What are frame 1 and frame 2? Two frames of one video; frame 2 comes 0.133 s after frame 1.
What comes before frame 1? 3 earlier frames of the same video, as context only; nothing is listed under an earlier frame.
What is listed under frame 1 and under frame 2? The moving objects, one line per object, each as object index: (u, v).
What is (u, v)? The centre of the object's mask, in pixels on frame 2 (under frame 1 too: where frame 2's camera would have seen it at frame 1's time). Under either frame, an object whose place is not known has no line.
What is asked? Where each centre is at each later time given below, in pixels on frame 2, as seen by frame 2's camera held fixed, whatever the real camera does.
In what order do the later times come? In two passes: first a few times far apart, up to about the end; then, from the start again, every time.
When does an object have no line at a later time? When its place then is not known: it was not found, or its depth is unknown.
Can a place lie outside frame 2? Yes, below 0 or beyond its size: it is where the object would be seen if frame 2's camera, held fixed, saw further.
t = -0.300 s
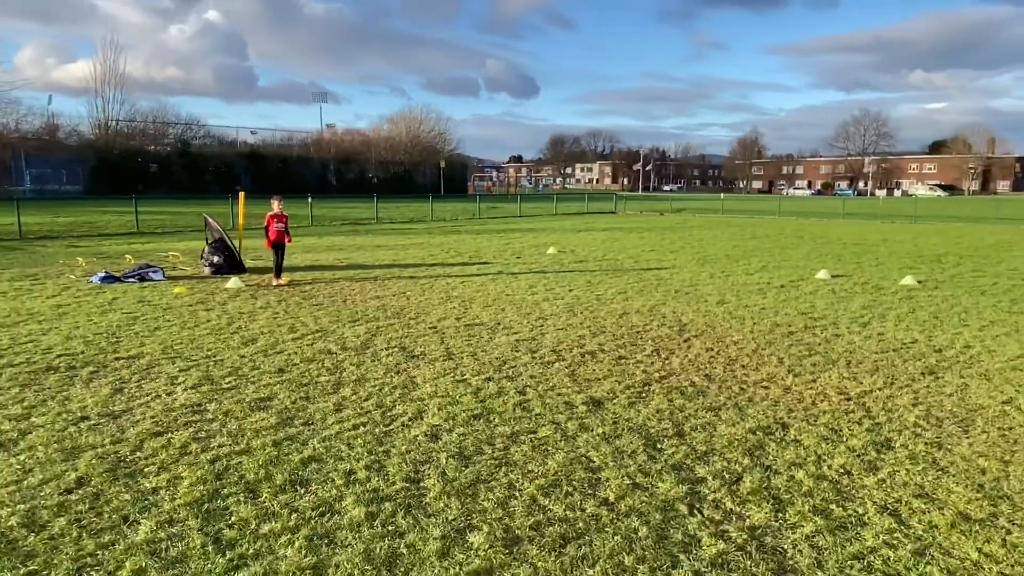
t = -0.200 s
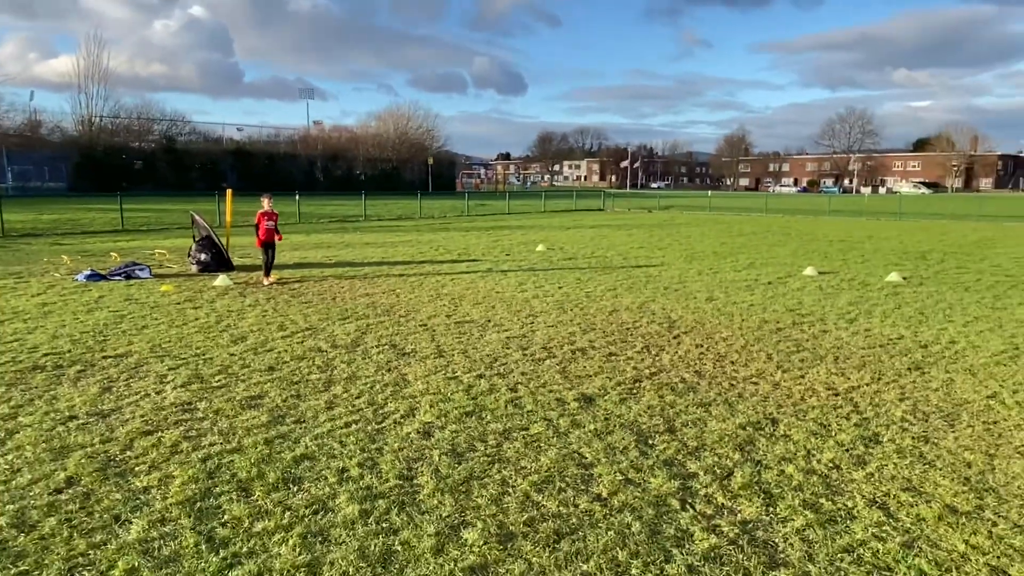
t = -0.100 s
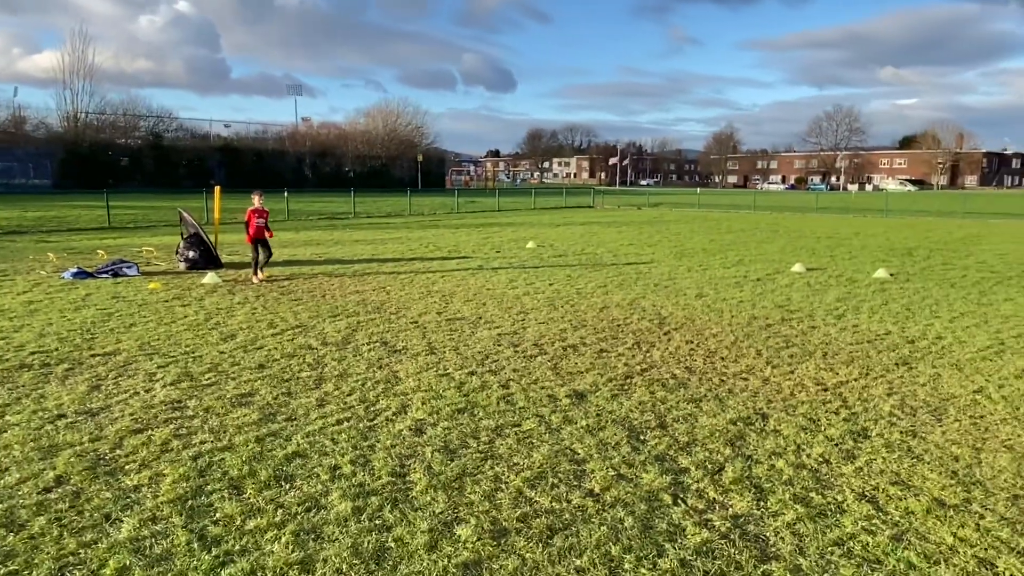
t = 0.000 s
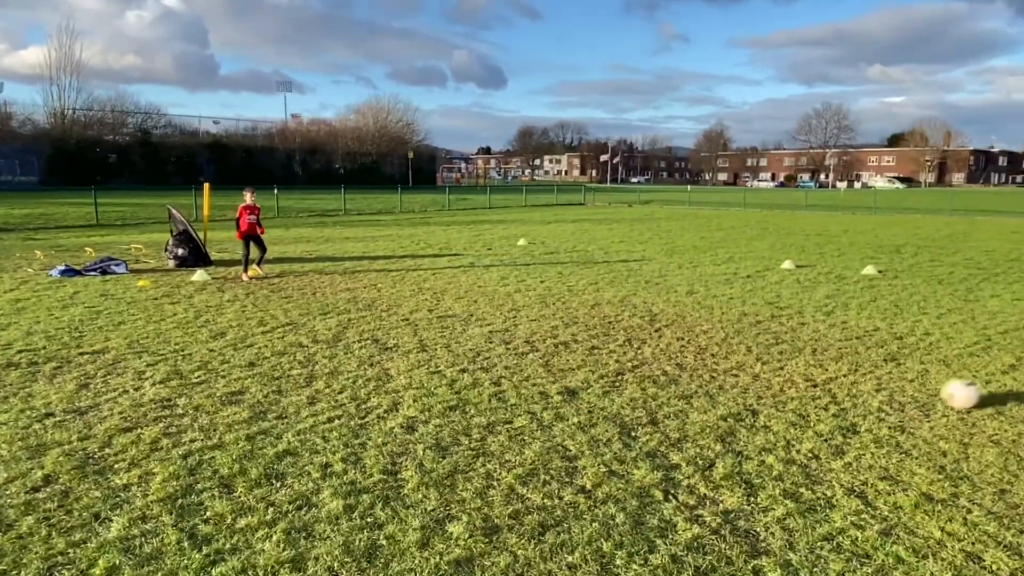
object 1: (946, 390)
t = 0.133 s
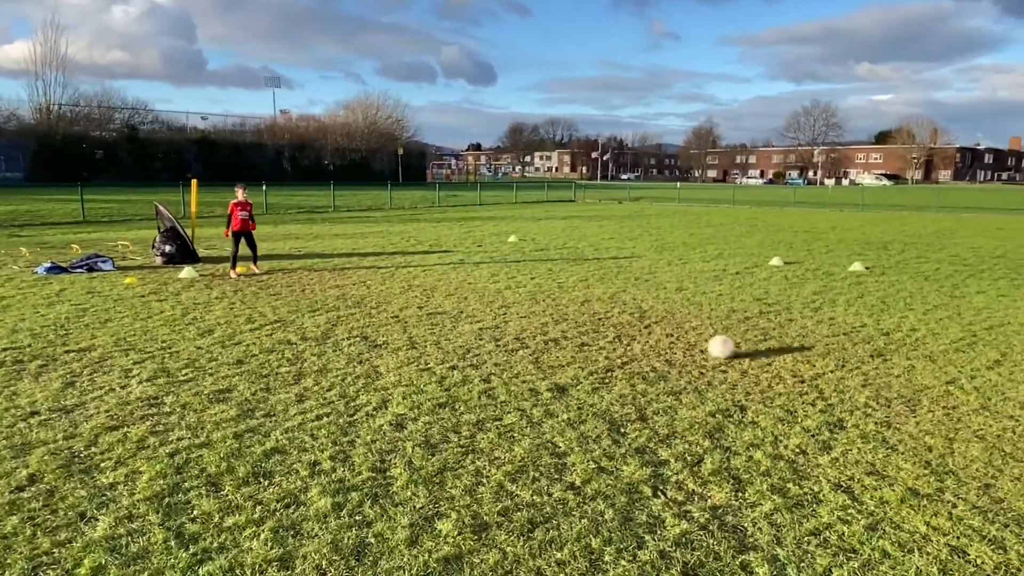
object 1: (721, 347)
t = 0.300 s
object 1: (551, 317)
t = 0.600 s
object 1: (382, 287)
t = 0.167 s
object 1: (679, 341)
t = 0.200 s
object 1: (641, 335)
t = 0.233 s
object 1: (609, 328)
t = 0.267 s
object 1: (577, 323)
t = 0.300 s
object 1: (551, 317)
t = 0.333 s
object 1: (527, 310)
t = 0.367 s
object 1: (504, 305)
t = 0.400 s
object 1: (482, 301)
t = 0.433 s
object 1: (462, 299)
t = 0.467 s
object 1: (443, 298)
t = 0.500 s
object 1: (425, 297)
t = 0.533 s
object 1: (412, 293)
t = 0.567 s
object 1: (396, 290)
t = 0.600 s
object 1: (382, 287)
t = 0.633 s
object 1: (370, 286)
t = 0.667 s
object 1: (357, 285)
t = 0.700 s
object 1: (345, 282)
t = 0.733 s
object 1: (335, 280)
